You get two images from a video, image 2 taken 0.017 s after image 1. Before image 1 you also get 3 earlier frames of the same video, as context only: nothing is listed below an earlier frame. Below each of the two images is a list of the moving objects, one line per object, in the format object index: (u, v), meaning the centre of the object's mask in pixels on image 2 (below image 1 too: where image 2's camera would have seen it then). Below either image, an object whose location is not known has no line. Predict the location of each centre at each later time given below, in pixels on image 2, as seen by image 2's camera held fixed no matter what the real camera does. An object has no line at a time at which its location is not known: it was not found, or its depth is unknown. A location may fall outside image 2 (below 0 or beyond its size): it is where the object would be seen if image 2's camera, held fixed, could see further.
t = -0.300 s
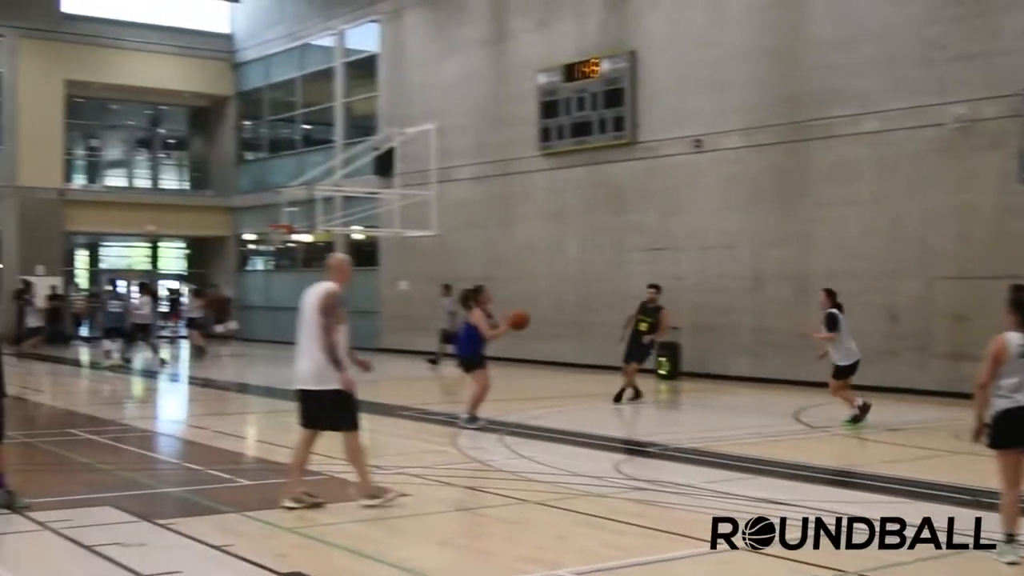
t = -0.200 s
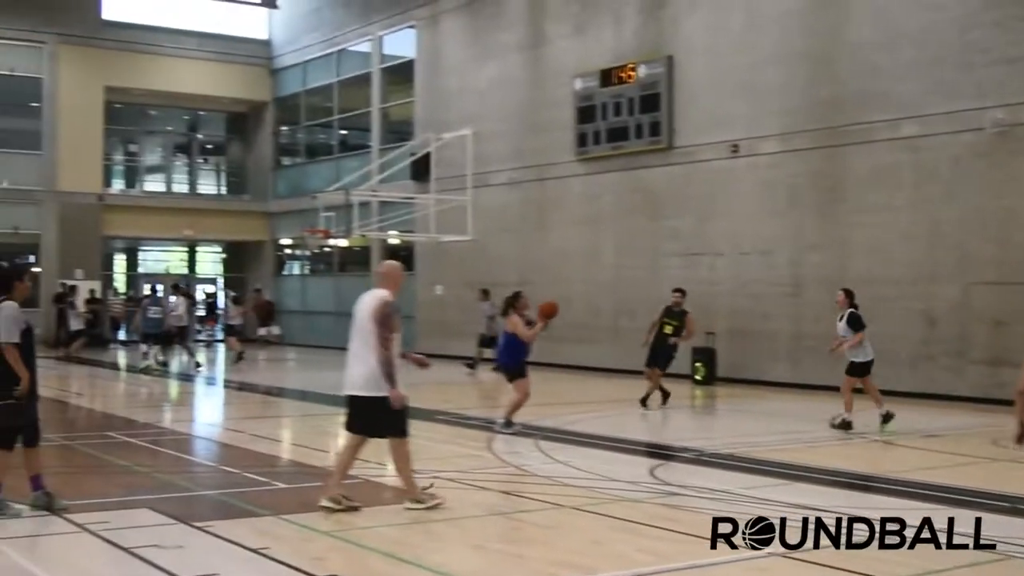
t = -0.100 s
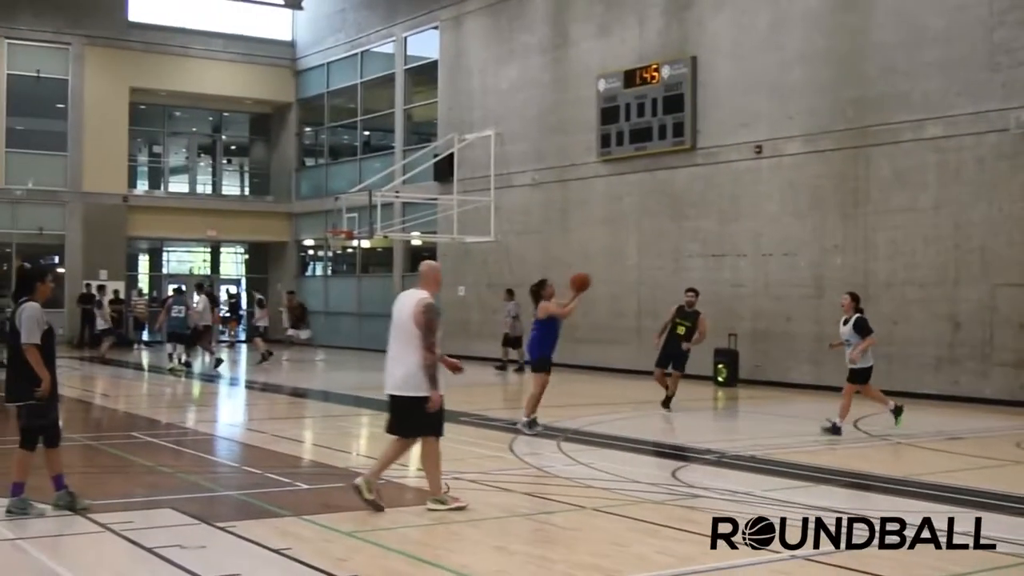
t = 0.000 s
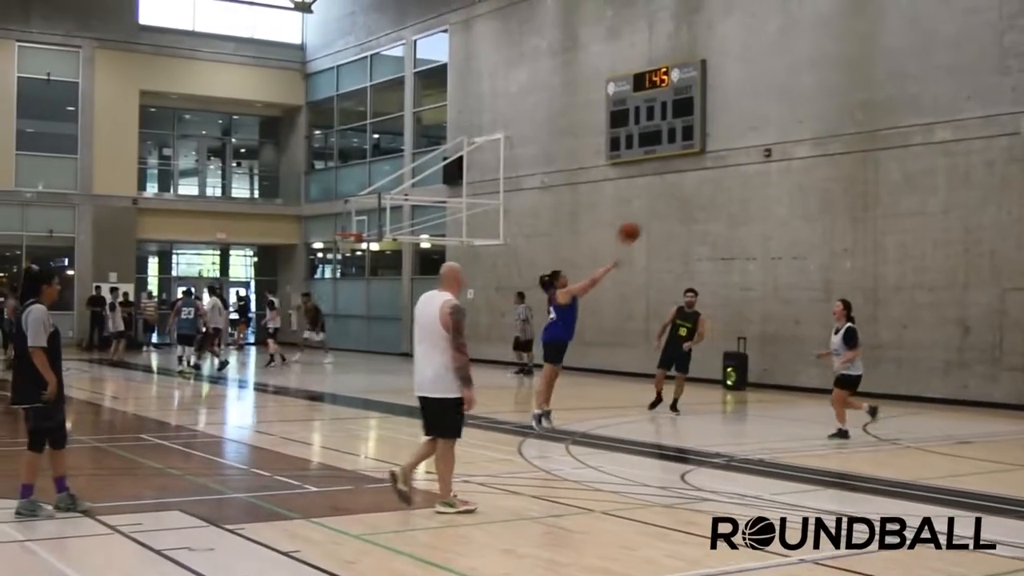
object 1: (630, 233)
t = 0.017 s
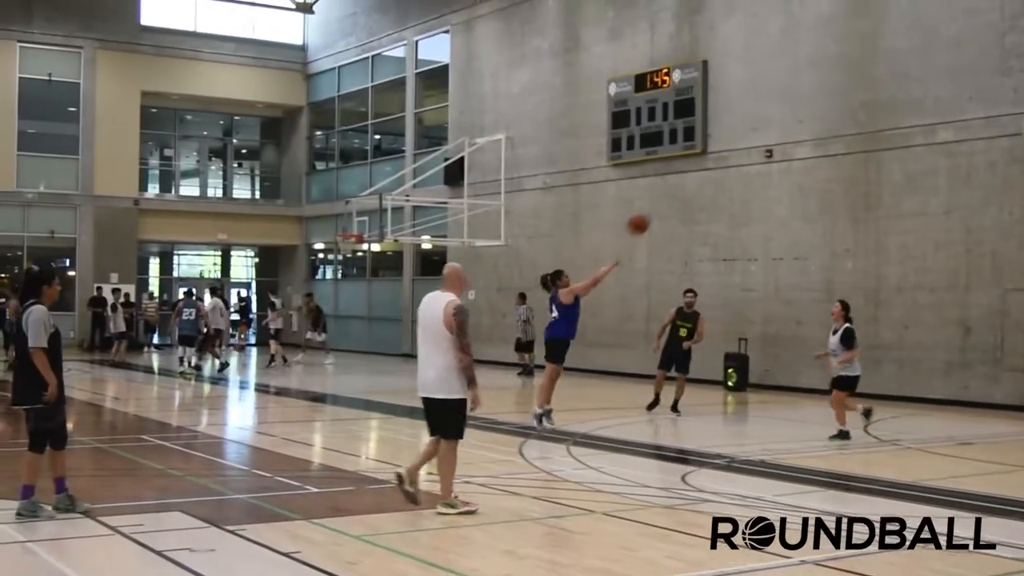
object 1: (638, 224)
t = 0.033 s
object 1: (646, 215)
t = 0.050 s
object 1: (654, 207)
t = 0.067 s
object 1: (662, 199)
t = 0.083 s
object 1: (669, 191)
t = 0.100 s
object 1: (677, 183)
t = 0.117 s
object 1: (685, 176)
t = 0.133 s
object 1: (692, 169)
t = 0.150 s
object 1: (700, 160)
